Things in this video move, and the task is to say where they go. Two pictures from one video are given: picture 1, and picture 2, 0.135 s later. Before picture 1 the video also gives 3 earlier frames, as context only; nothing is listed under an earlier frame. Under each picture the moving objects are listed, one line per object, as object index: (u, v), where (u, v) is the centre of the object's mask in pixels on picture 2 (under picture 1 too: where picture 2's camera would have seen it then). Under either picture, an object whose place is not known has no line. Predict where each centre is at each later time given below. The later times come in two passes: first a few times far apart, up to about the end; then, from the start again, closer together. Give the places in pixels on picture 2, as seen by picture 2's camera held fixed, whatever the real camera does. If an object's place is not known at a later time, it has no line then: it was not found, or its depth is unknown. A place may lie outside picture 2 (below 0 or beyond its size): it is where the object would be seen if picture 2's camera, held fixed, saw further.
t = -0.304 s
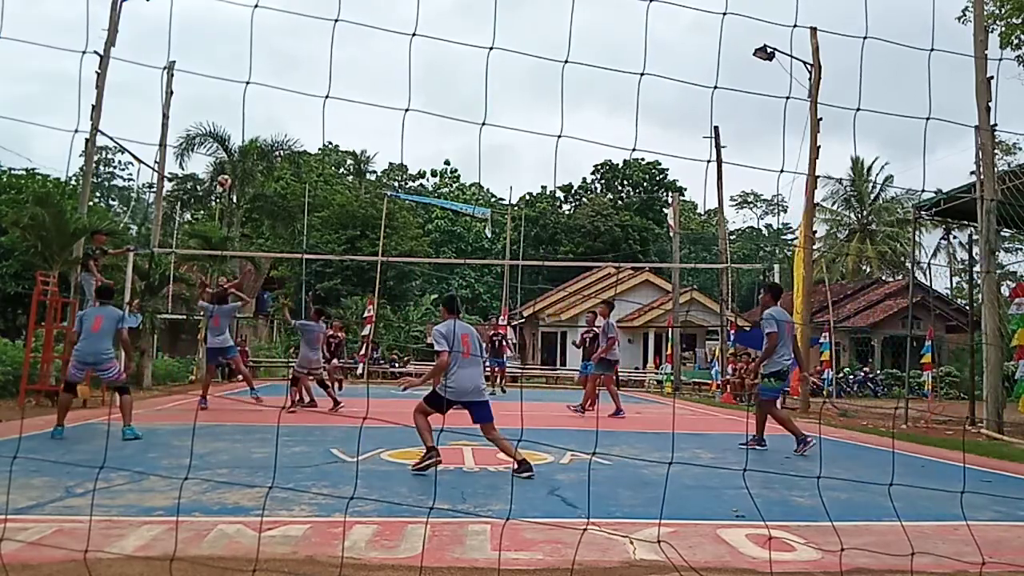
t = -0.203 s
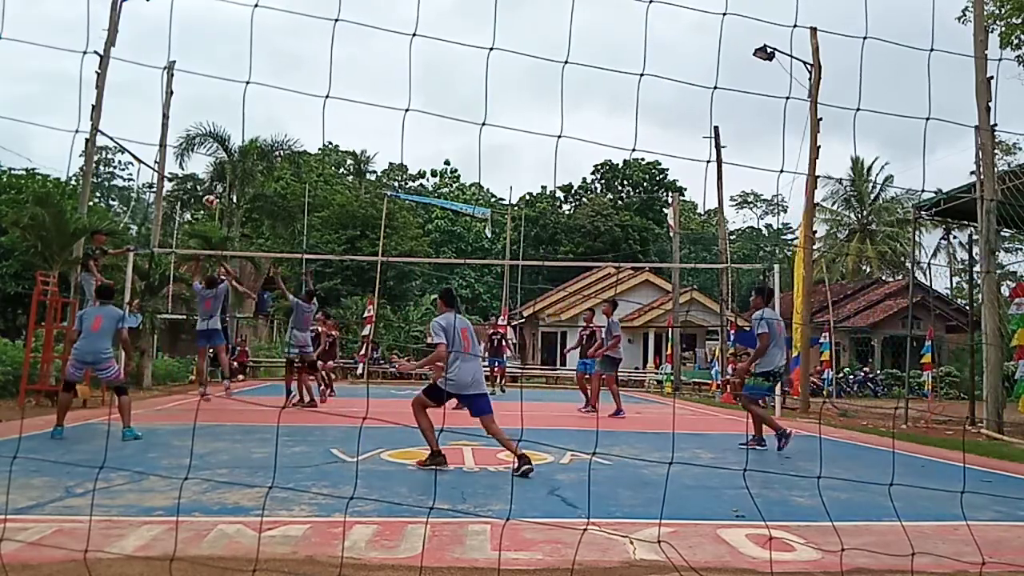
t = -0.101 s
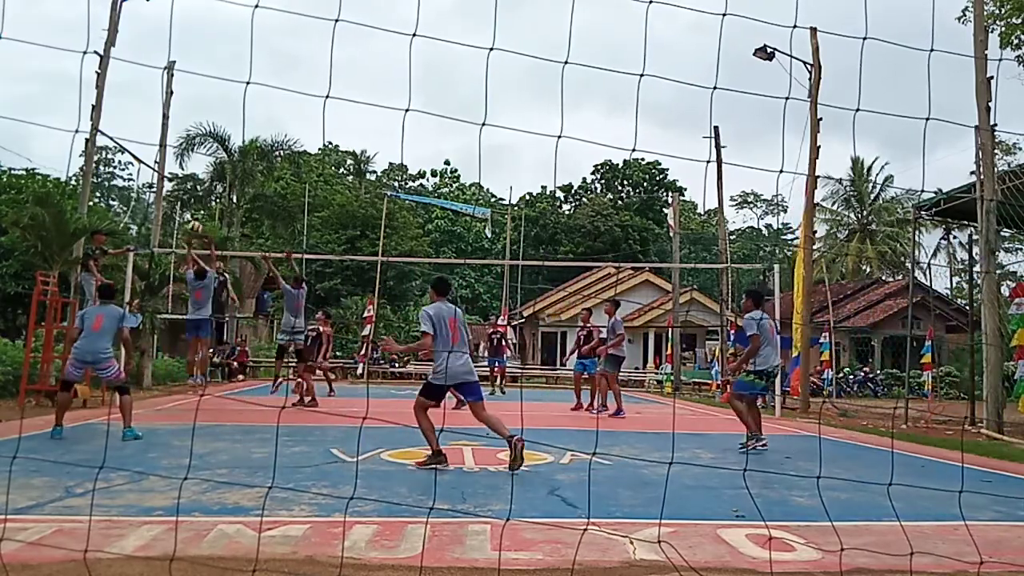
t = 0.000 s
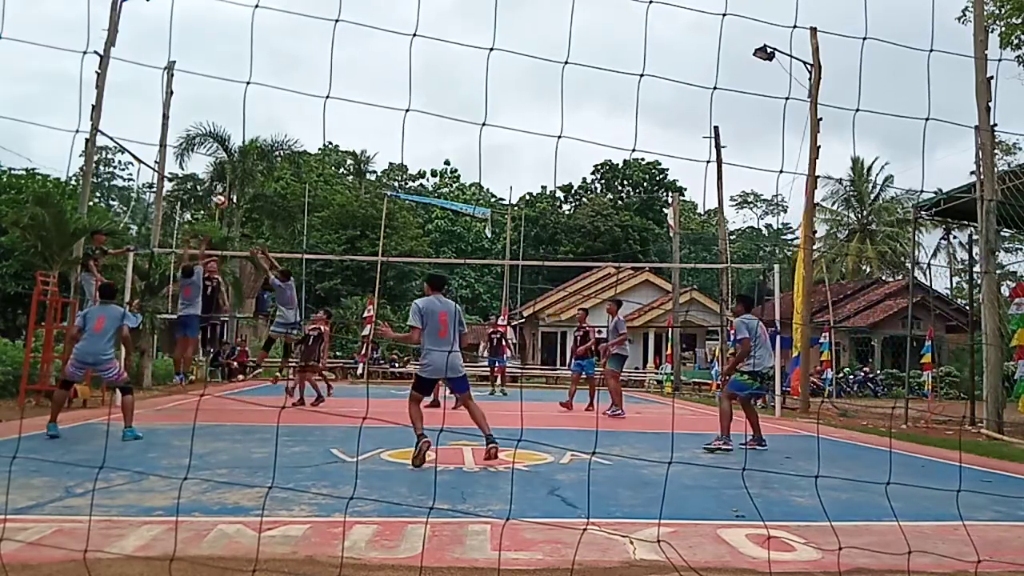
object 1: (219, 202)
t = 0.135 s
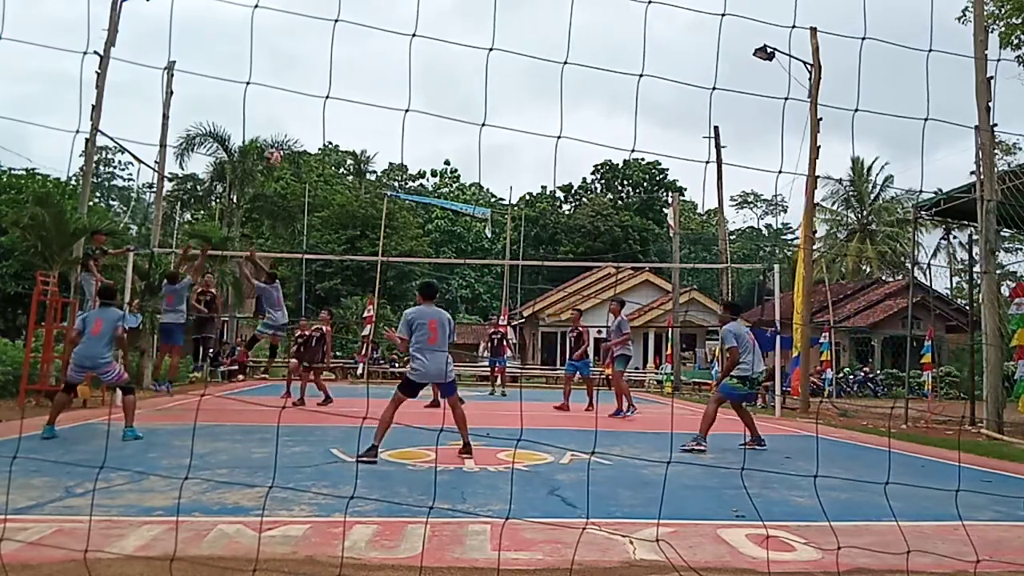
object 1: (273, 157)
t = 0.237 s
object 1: (316, 126)
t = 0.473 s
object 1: (443, 69)
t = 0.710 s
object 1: (630, 48)
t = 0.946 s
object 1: (949, 104)
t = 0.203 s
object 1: (301, 135)
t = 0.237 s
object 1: (316, 126)
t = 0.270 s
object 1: (332, 116)
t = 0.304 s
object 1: (348, 107)
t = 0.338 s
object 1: (366, 98)
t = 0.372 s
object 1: (384, 90)
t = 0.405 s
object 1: (402, 83)
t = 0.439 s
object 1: (422, 76)
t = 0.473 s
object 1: (443, 69)
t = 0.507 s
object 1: (464, 63)
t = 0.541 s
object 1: (488, 59)
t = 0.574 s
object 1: (513, 54)
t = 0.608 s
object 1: (539, 51)
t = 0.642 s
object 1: (567, 49)
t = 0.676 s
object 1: (597, 48)
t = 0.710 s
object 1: (630, 48)
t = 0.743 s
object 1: (664, 49)
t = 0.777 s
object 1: (702, 52)
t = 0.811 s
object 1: (743, 58)
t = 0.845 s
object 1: (788, 65)
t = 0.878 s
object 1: (837, 75)
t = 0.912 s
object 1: (890, 87)
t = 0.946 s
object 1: (949, 104)
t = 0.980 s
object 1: (1010, 124)
